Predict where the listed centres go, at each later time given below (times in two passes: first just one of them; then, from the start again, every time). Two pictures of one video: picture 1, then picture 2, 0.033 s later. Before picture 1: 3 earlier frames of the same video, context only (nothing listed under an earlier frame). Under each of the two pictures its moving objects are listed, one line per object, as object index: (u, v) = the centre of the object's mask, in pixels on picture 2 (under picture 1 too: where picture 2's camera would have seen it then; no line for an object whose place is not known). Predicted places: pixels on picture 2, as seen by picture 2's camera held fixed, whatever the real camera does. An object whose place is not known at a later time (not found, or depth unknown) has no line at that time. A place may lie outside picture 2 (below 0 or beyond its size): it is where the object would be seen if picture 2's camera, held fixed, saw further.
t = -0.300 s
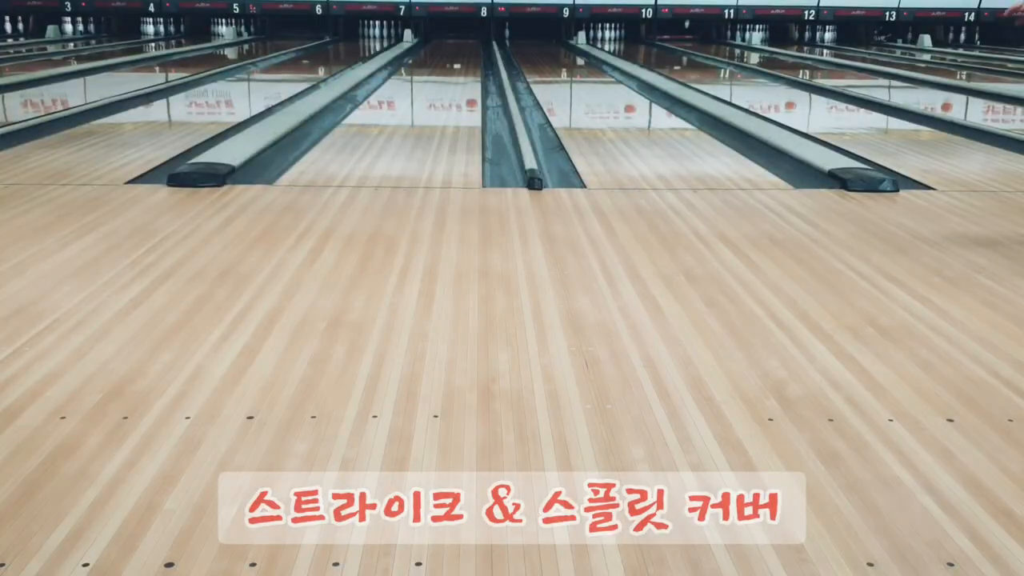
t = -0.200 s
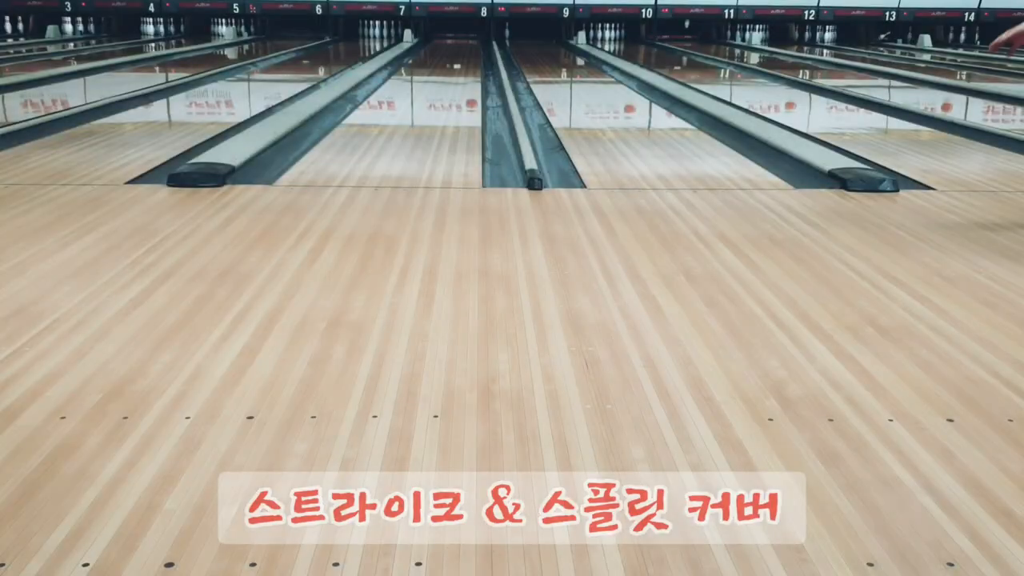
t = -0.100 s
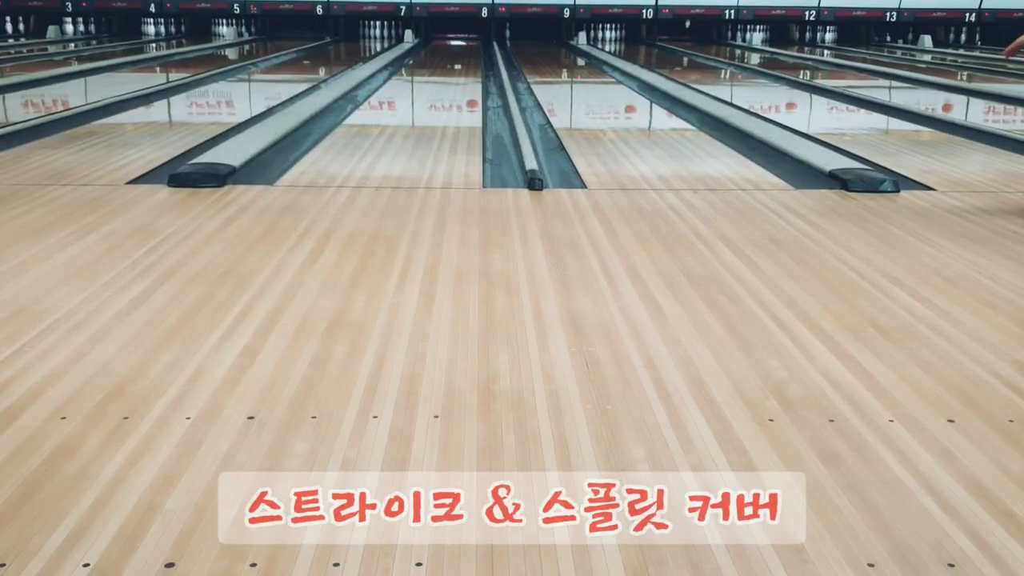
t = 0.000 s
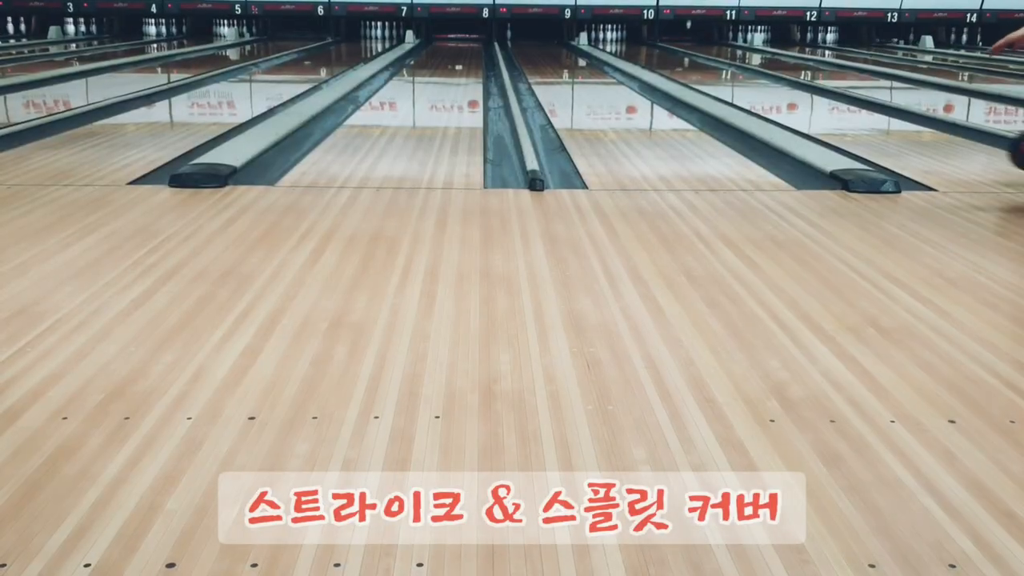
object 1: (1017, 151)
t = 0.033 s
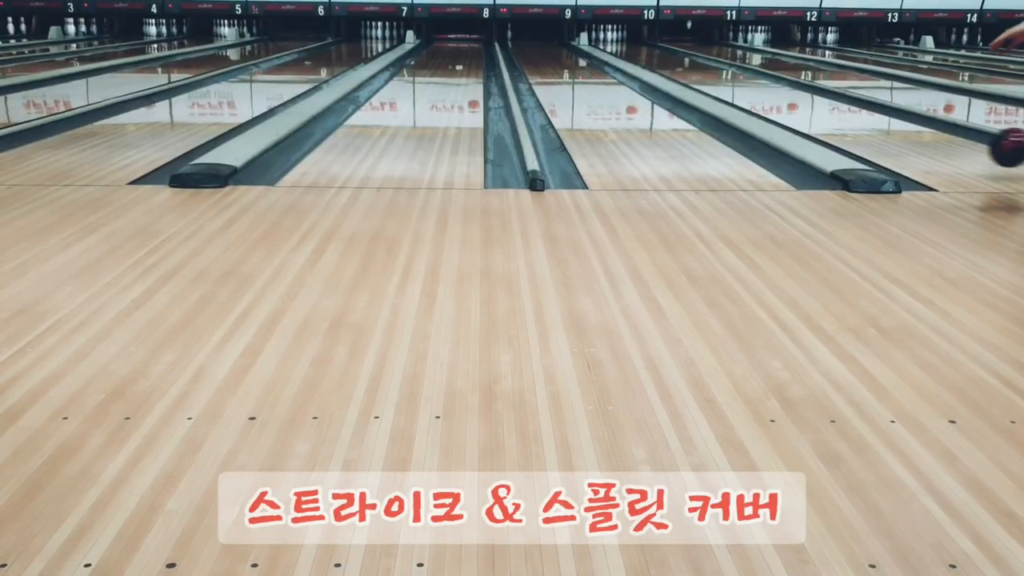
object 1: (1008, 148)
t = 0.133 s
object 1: (956, 142)
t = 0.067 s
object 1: (991, 147)
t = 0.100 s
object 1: (972, 148)
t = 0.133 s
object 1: (956, 142)
